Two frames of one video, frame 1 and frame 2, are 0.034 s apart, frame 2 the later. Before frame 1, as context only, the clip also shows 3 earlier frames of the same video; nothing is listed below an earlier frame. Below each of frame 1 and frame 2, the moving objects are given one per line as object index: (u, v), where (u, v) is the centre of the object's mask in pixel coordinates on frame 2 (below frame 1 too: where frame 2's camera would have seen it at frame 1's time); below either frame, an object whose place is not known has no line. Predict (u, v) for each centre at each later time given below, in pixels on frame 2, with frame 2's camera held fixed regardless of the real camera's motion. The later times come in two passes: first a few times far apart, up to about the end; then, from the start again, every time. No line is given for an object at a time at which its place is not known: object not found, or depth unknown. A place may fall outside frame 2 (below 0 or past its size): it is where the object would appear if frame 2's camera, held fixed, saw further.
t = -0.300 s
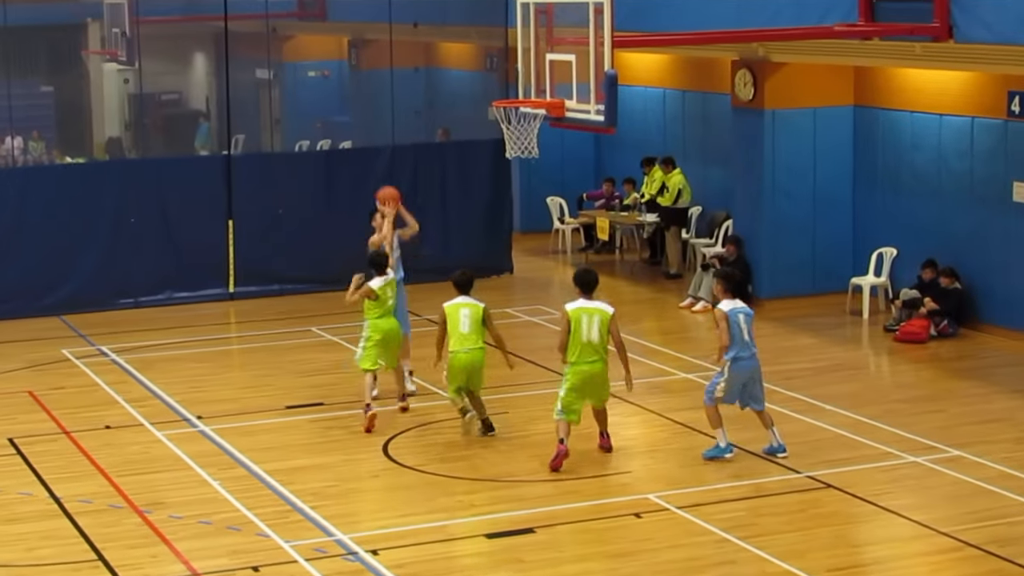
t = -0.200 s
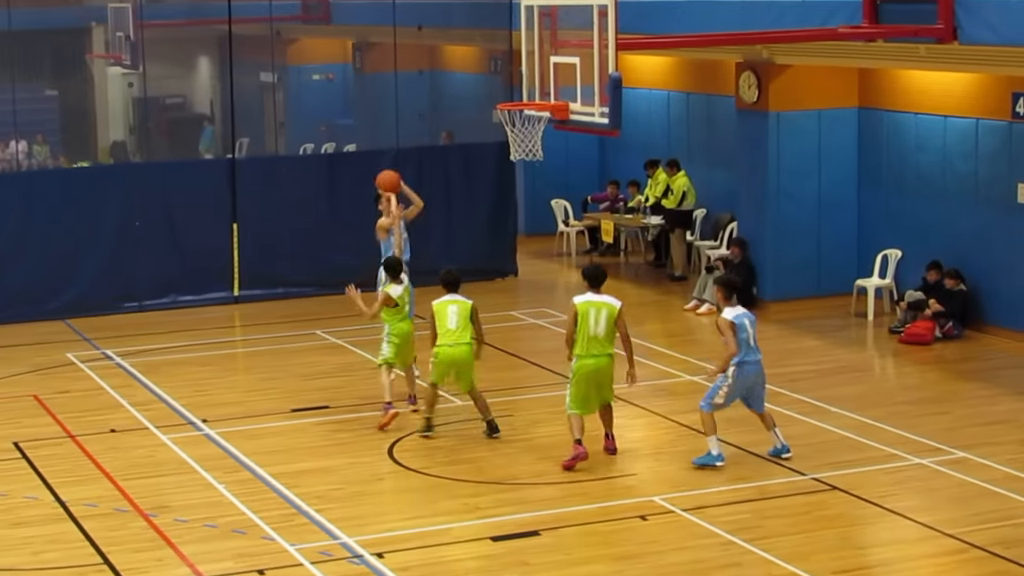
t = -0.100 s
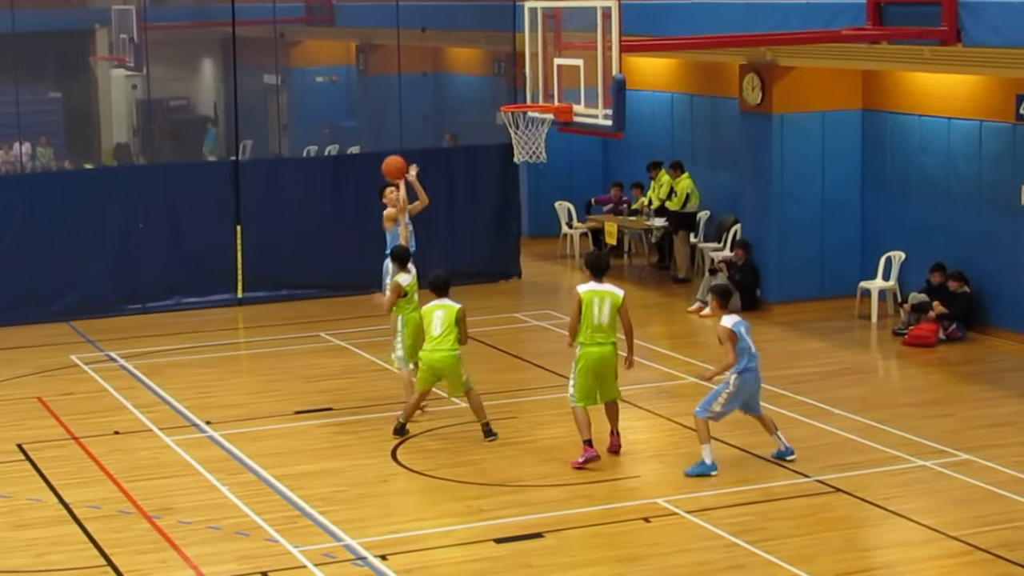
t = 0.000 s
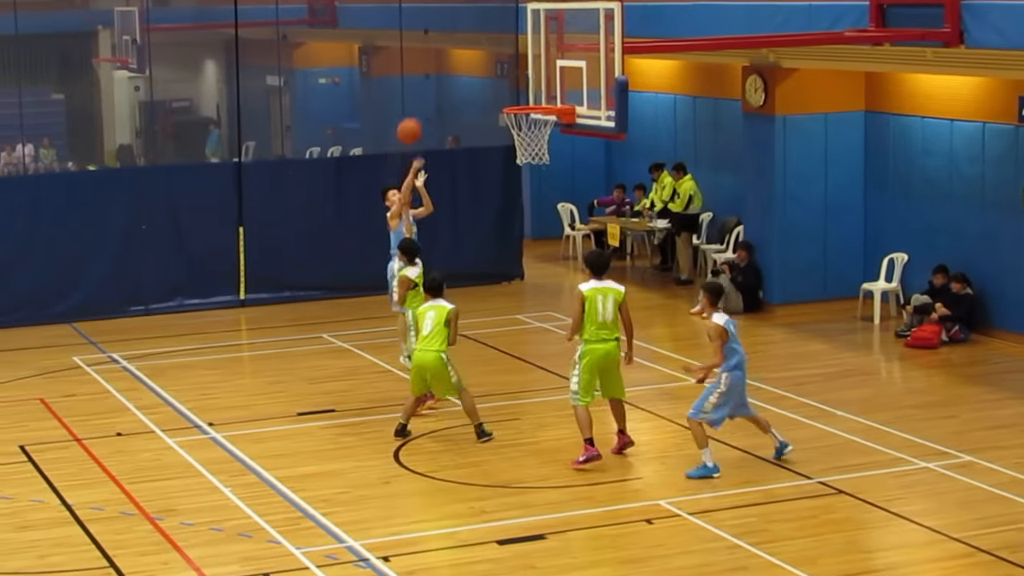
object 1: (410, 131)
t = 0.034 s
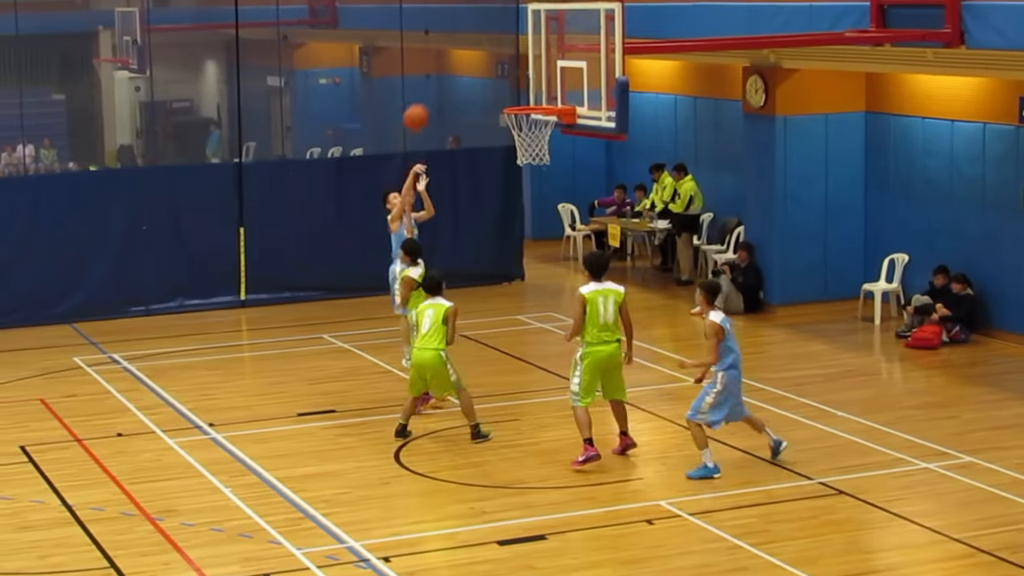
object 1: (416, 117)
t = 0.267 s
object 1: (459, 47)
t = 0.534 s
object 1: (515, 30)
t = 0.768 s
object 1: (536, 77)
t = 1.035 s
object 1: (520, 86)
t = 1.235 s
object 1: (502, 75)
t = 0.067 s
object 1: (422, 104)
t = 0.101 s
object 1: (428, 92)
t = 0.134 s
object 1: (434, 82)
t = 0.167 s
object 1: (440, 71)
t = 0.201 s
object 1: (446, 63)
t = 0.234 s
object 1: (453, 54)
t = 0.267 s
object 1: (459, 47)
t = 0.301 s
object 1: (467, 40)
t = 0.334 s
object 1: (473, 35)
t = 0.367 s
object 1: (480, 32)
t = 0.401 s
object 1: (488, 29)
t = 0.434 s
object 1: (495, 27)
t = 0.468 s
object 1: (502, 27)
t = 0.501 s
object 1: (508, 27)
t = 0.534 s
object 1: (515, 30)
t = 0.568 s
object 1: (522, 33)
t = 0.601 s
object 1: (529, 37)
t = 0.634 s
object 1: (536, 43)
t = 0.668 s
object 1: (537, 49)
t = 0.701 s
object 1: (536, 57)
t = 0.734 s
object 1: (536, 66)
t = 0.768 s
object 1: (536, 77)
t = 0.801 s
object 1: (536, 88)
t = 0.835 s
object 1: (536, 95)
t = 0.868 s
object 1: (534, 95)
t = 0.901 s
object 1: (531, 96)
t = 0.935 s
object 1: (529, 98)
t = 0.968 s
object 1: (526, 98)
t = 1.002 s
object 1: (523, 91)
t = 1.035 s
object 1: (520, 86)
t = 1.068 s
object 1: (516, 81)
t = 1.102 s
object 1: (514, 78)
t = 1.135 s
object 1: (512, 76)
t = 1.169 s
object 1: (508, 75)
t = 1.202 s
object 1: (505, 74)
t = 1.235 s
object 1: (502, 75)
